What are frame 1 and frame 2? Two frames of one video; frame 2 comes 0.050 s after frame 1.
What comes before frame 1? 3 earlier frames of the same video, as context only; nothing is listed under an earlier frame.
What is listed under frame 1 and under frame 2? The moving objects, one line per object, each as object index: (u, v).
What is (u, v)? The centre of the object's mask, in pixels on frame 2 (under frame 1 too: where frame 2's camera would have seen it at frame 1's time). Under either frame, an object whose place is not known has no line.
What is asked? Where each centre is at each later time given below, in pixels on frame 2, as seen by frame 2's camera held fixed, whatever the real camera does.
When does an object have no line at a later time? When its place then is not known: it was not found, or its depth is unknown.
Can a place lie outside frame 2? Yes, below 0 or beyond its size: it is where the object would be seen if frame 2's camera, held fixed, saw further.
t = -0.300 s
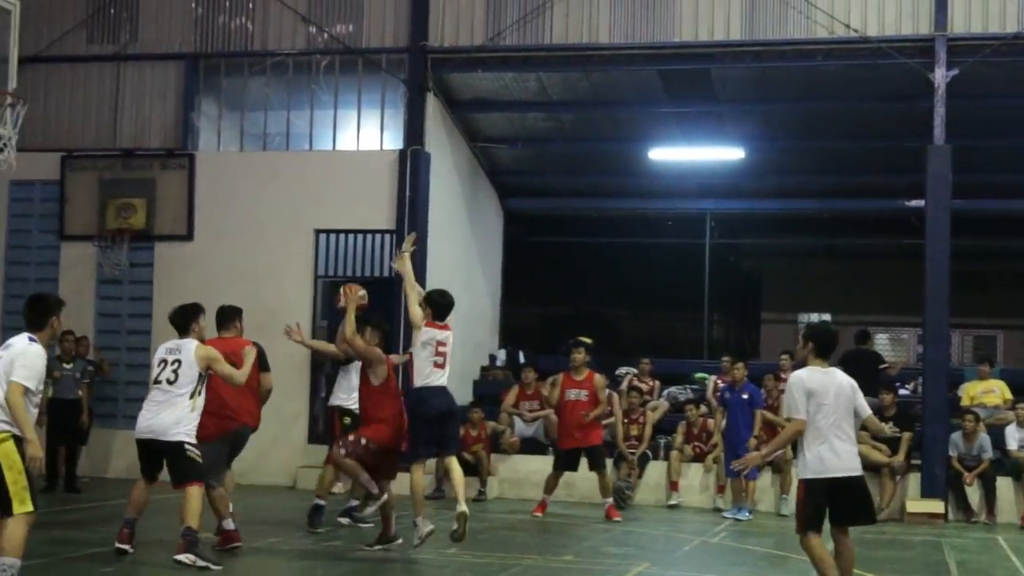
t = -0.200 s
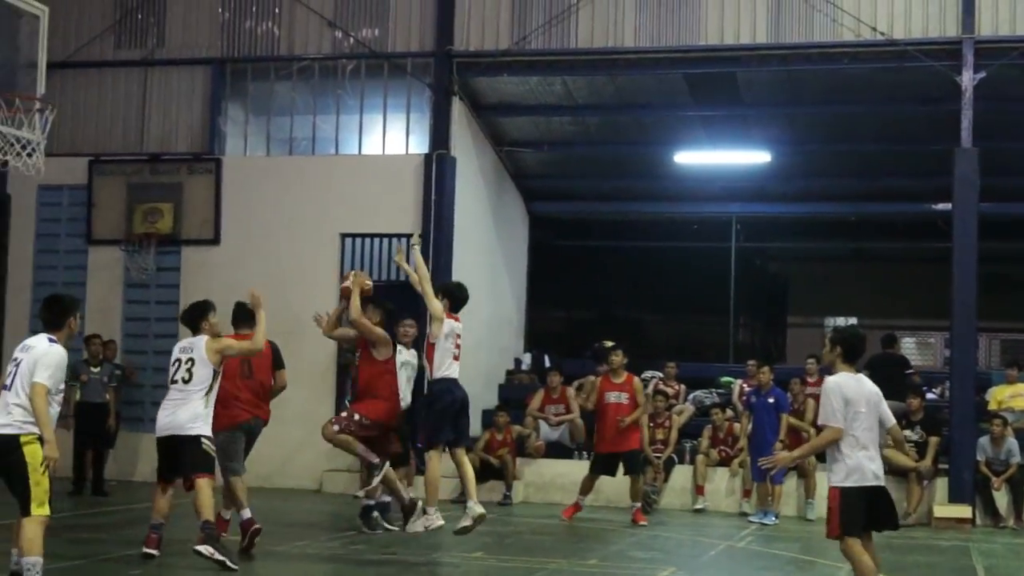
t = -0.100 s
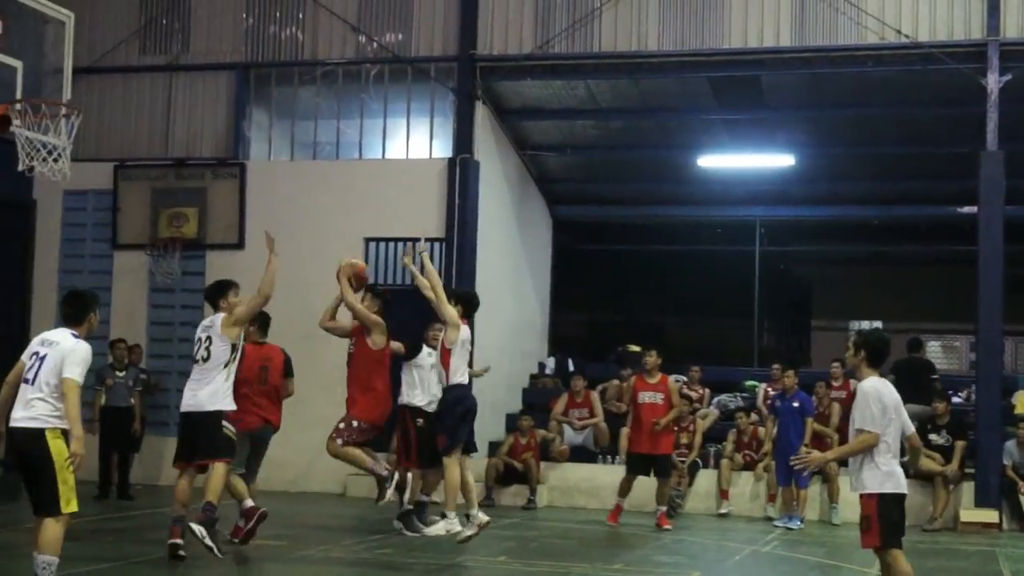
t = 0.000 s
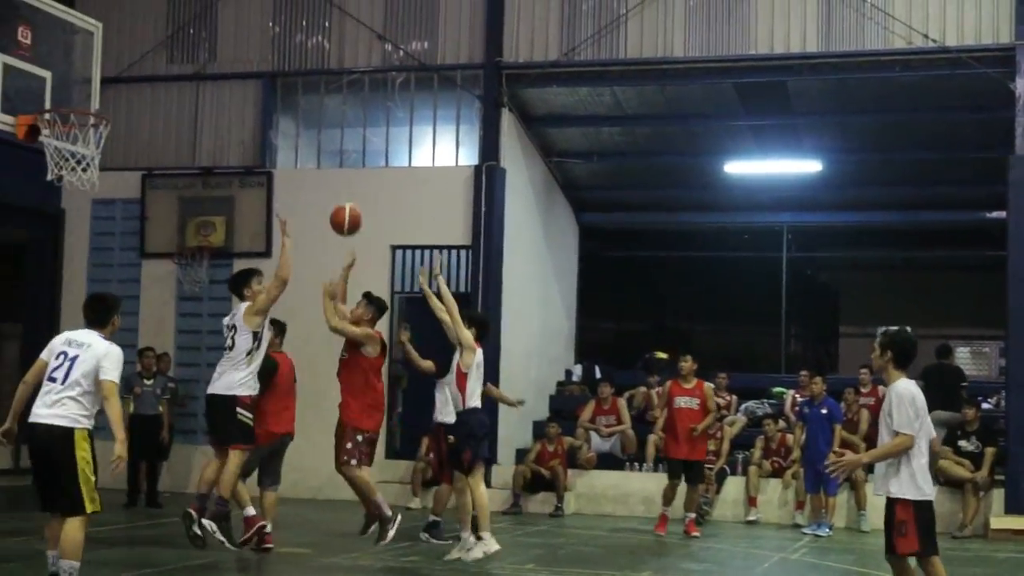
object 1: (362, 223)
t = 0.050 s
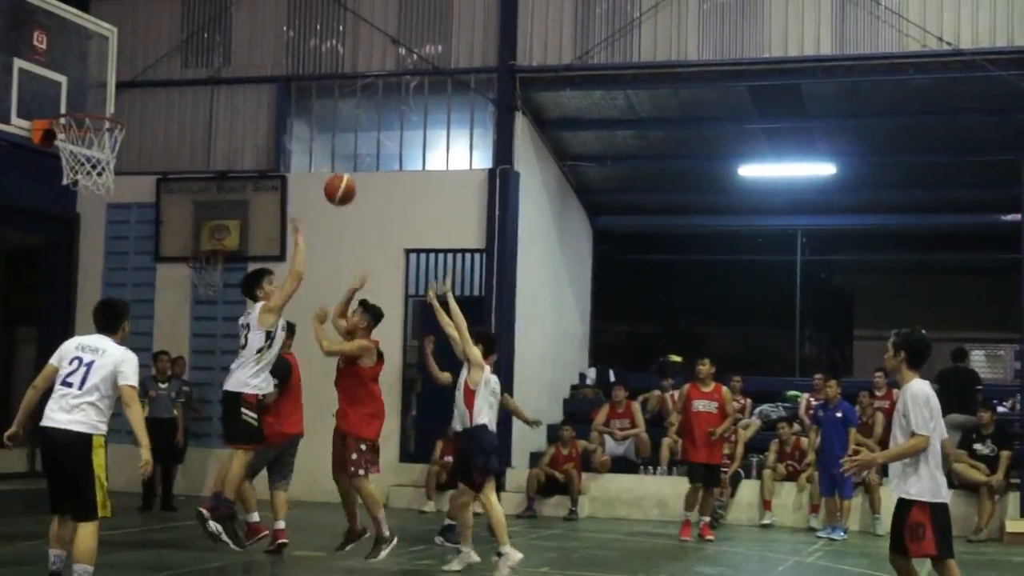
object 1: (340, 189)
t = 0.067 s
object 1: (335, 183)
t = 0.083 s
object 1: (327, 170)
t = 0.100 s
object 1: (318, 158)
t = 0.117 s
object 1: (314, 152)
